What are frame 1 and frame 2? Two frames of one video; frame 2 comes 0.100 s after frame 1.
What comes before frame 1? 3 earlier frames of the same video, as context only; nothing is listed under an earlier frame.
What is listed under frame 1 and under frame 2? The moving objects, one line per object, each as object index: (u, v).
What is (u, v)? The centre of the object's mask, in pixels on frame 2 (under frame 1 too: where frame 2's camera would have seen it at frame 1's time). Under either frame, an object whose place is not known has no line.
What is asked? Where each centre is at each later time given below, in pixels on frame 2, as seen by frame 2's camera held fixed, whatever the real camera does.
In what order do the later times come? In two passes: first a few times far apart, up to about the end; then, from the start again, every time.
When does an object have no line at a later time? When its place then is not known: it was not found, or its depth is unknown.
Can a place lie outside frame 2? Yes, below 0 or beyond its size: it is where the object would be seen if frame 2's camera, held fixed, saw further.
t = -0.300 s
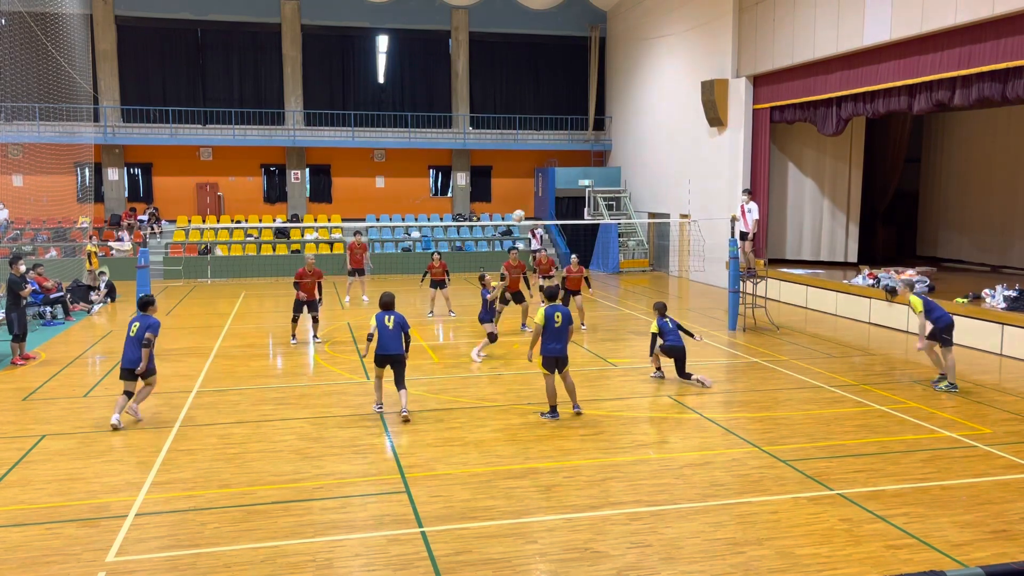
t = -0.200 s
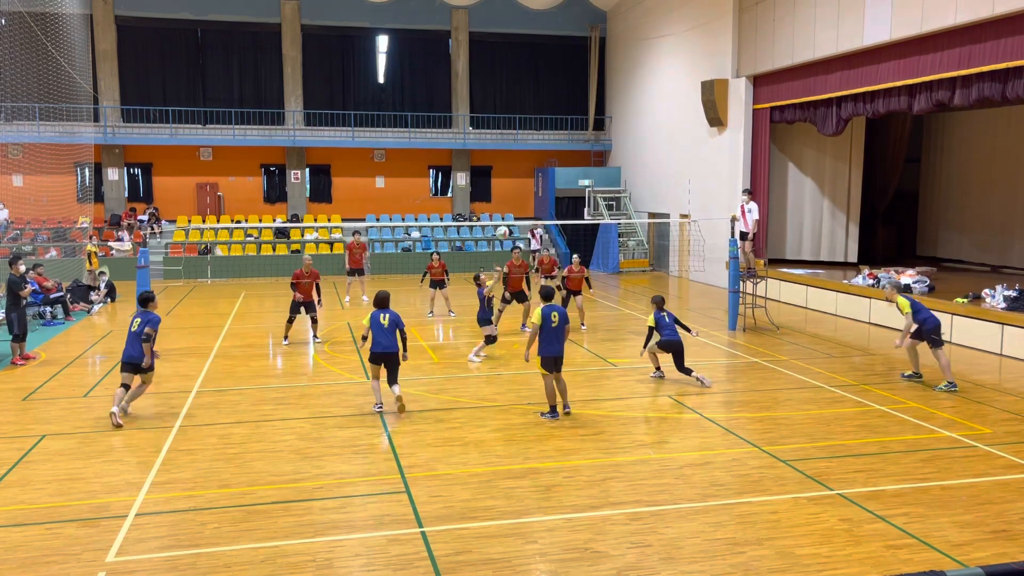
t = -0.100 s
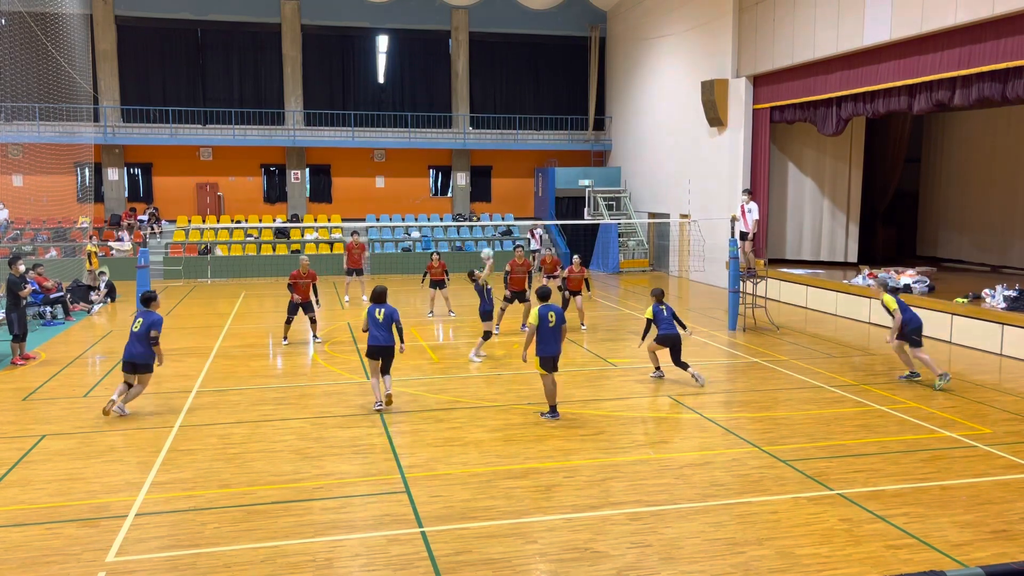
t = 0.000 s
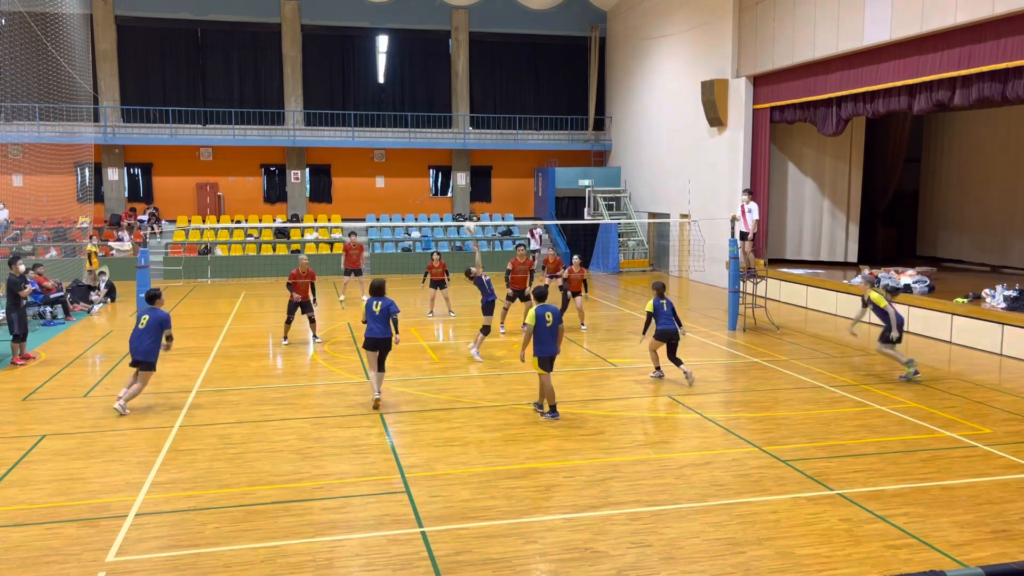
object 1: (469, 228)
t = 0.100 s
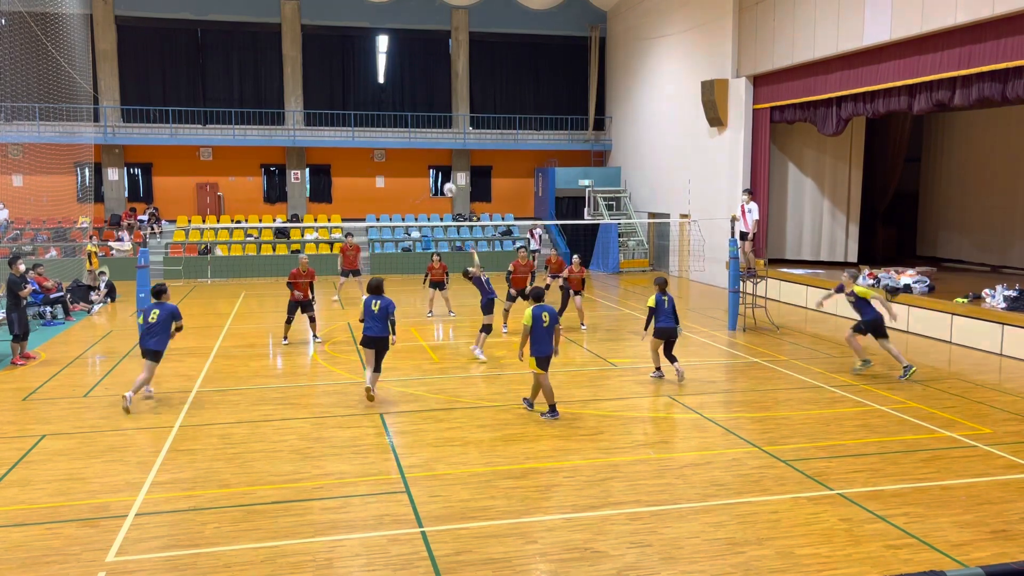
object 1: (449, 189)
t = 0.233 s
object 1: (423, 148)
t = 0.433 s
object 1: (382, 108)
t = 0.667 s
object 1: (336, 92)
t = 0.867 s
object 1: (299, 105)
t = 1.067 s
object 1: (262, 143)
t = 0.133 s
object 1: (443, 178)
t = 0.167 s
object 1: (436, 167)
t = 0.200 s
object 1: (430, 158)
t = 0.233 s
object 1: (423, 148)
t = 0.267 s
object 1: (416, 139)
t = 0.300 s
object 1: (409, 131)
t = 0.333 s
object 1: (403, 125)
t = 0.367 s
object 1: (396, 118)
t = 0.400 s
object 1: (389, 113)
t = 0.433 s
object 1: (382, 108)
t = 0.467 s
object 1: (376, 103)
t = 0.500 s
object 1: (369, 100)
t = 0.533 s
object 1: (363, 97)
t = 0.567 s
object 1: (356, 95)
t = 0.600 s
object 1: (349, 93)
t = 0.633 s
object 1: (343, 92)
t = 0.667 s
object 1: (336, 92)
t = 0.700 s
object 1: (330, 93)
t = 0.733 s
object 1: (323, 94)
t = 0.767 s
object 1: (317, 96)
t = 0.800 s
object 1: (311, 98)
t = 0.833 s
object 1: (305, 101)
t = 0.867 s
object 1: (299, 105)
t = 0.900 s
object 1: (292, 109)
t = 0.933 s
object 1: (286, 116)
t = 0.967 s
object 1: (279, 121)
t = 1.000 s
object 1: (274, 128)
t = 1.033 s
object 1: (267, 135)
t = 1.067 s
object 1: (262, 143)
